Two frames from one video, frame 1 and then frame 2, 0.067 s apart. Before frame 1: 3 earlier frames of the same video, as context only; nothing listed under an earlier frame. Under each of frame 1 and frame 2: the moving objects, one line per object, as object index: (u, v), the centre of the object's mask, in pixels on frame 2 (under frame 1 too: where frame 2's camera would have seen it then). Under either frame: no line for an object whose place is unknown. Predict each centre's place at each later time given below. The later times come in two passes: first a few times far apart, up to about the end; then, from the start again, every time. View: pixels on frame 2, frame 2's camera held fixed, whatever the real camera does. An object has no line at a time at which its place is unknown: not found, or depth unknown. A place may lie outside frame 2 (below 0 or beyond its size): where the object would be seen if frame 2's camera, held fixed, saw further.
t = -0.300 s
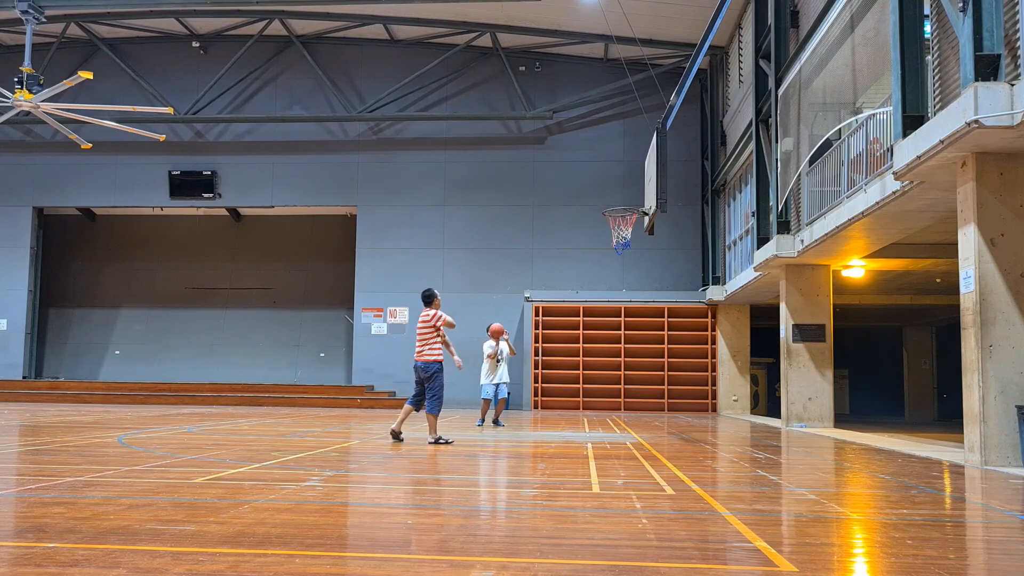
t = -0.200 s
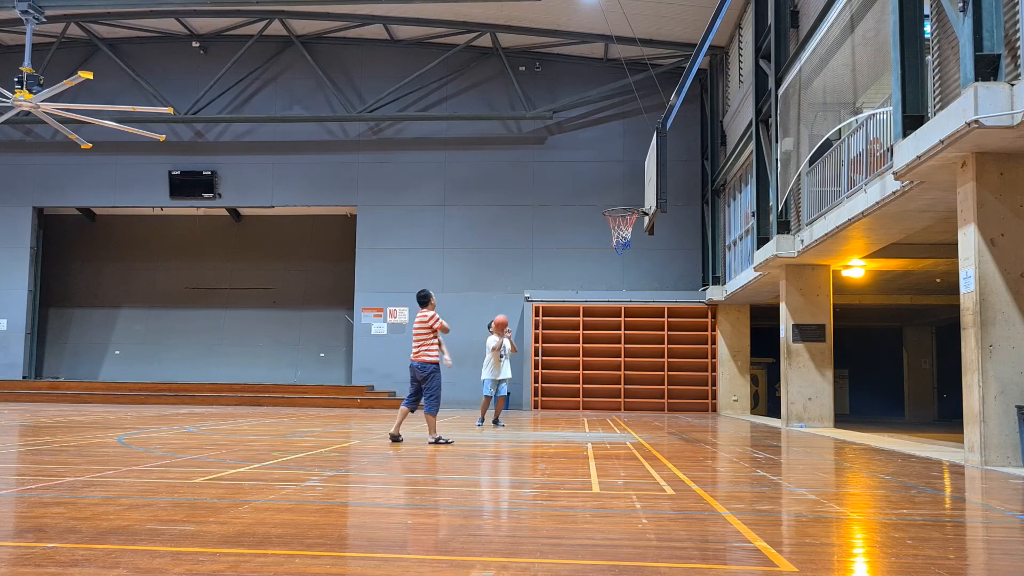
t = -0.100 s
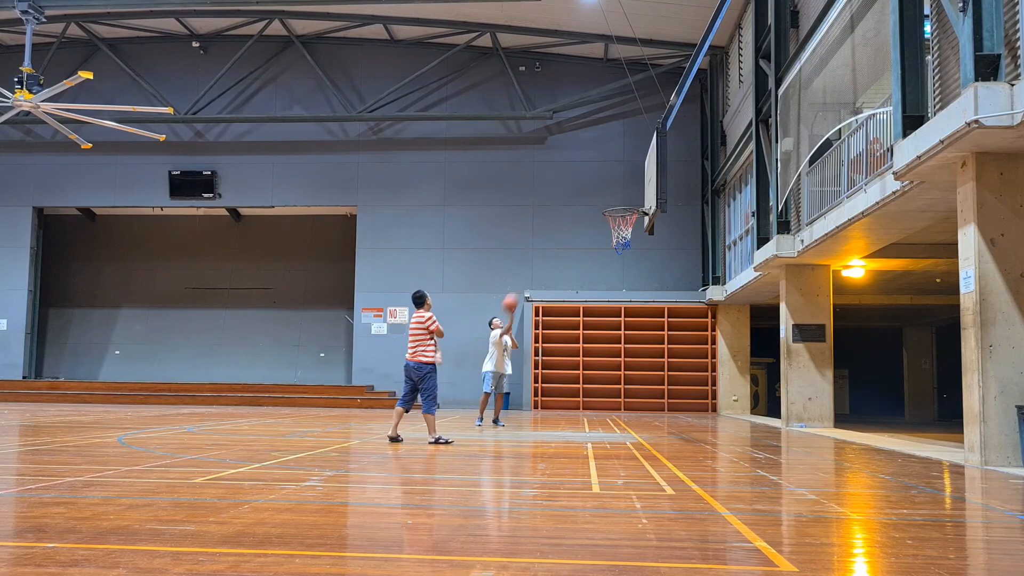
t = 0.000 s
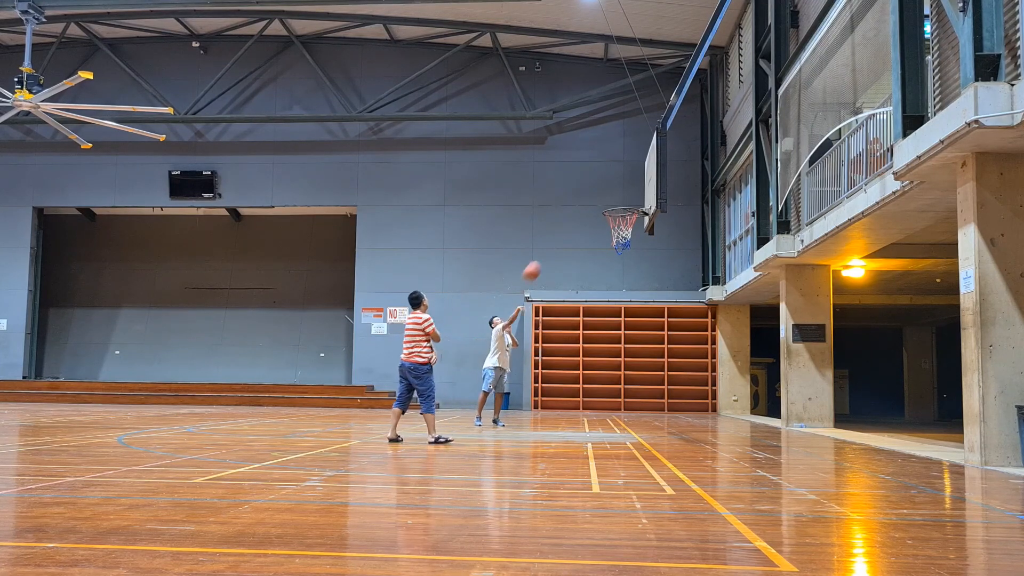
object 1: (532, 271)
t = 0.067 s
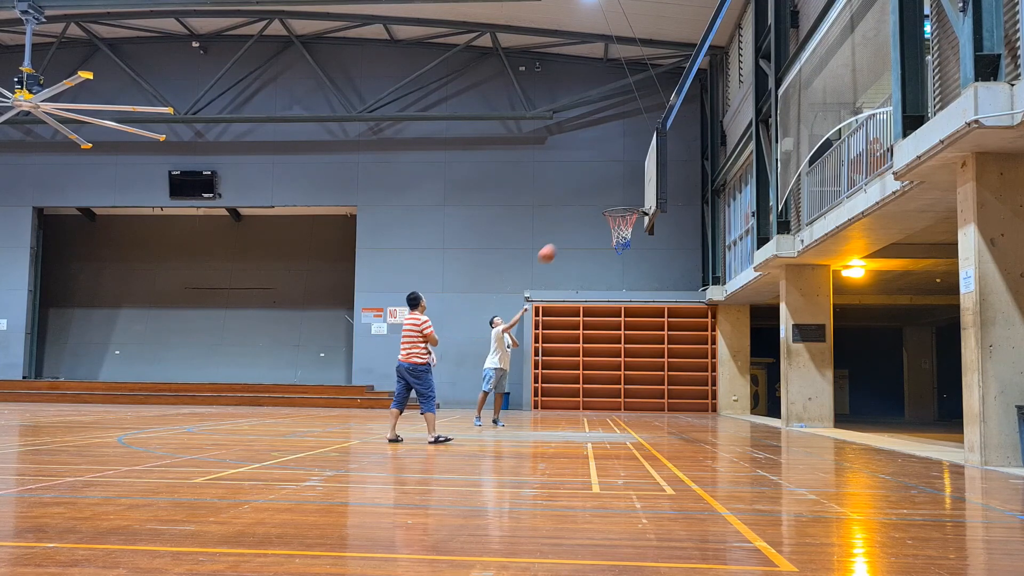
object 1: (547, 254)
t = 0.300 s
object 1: (603, 210)
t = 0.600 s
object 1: (613, 201)
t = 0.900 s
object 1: (573, 215)
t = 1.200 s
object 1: (533, 290)
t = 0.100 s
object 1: (555, 246)
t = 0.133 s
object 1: (563, 238)
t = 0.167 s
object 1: (571, 231)
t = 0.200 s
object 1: (579, 225)
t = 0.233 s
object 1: (587, 219)
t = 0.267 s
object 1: (595, 214)
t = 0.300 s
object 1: (603, 210)
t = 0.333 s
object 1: (612, 203)
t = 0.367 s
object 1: (621, 201)
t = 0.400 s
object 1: (630, 200)
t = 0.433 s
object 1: (637, 200)
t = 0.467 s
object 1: (635, 200)
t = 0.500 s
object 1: (630, 201)
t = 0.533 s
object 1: (624, 202)
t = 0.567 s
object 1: (618, 202)
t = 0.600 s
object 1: (613, 201)
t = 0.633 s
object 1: (609, 201)
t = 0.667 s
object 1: (605, 200)
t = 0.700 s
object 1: (600, 200)
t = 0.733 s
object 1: (596, 201)
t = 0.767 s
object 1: (591, 202)
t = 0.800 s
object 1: (587, 204)
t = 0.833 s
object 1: (582, 207)
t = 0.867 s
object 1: (578, 211)
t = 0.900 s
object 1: (573, 215)
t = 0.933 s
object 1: (569, 220)
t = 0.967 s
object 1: (564, 226)
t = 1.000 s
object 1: (560, 233)
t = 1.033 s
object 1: (555, 241)
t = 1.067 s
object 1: (551, 249)
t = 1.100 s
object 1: (546, 258)
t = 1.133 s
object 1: (541, 268)
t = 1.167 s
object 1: (537, 279)
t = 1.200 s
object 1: (533, 290)
